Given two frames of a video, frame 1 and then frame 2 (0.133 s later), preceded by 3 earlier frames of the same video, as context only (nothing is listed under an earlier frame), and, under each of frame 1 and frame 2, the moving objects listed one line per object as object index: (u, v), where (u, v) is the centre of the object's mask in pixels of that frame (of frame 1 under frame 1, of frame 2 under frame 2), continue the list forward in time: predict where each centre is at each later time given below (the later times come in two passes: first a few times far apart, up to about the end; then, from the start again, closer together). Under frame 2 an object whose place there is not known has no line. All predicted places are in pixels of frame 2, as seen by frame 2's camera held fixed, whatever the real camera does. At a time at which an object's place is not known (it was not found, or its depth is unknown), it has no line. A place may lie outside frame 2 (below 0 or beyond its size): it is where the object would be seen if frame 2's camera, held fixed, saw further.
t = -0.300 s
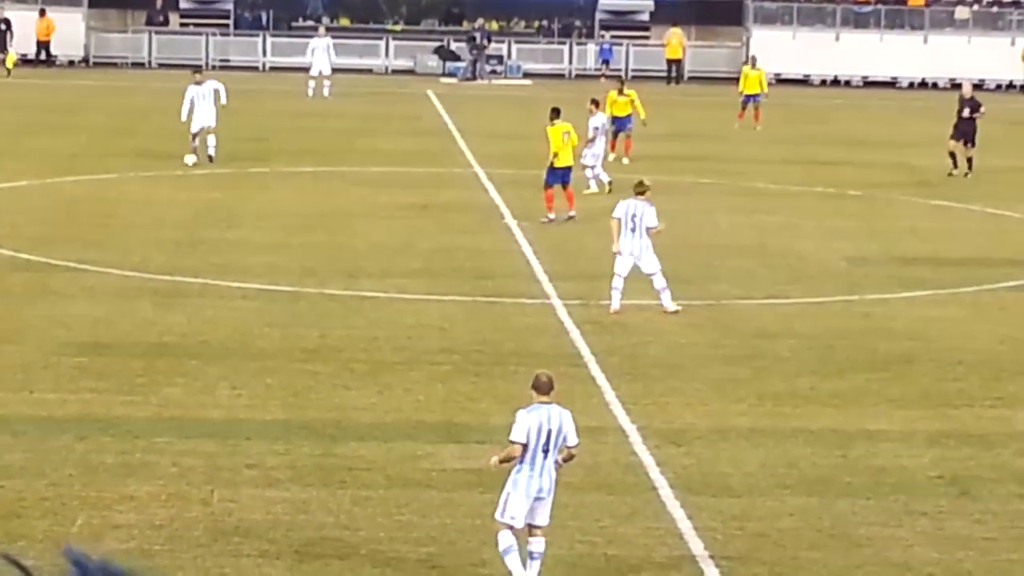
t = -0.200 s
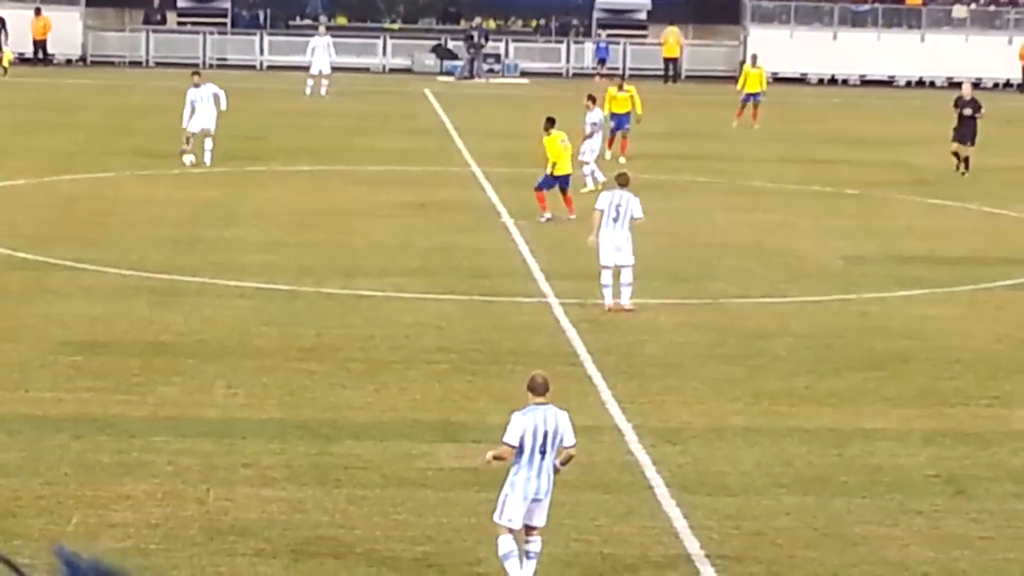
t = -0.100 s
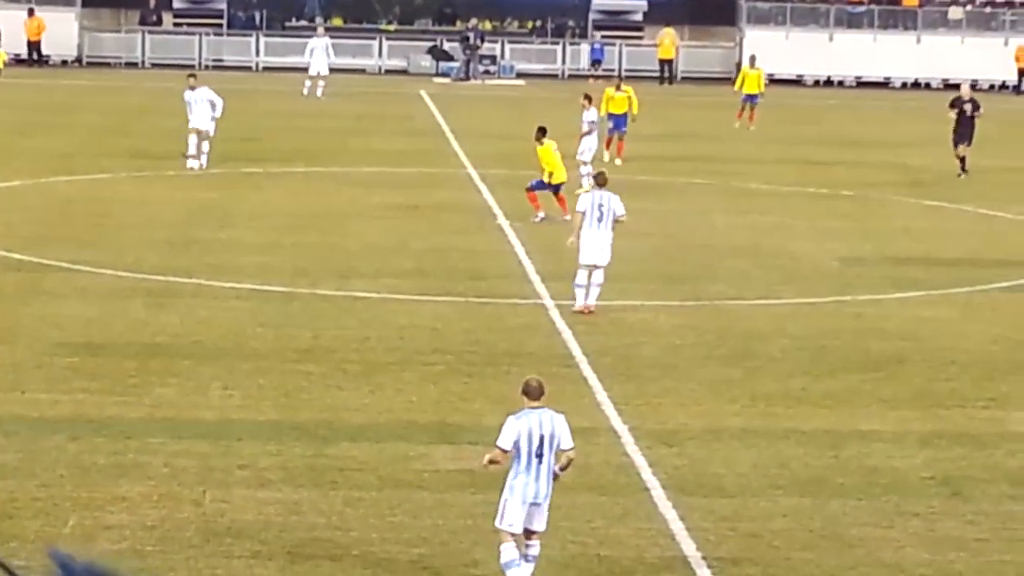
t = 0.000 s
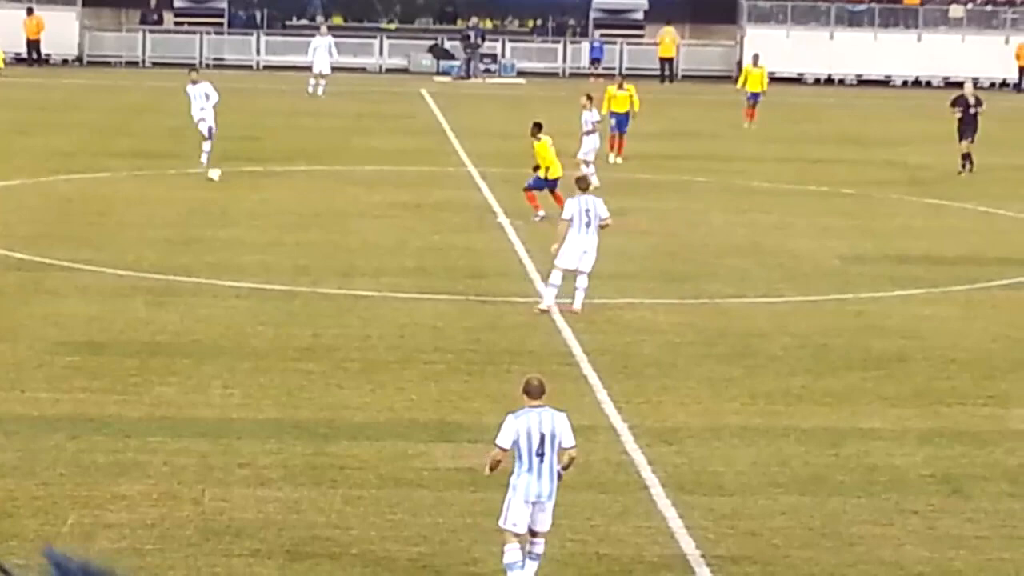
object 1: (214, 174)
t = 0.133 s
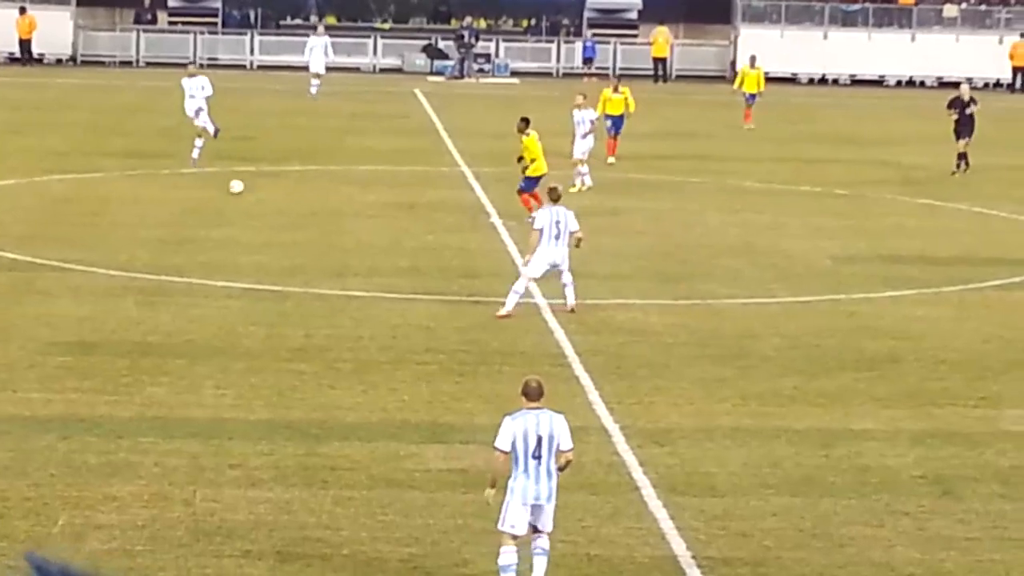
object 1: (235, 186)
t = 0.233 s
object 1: (261, 194)
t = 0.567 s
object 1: (328, 228)
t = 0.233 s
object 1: (261, 194)
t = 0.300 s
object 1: (276, 200)
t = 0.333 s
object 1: (281, 207)
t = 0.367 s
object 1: (286, 209)
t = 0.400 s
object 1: (295, 211)
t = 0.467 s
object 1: (308, 218)
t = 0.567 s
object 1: (328, 228)
